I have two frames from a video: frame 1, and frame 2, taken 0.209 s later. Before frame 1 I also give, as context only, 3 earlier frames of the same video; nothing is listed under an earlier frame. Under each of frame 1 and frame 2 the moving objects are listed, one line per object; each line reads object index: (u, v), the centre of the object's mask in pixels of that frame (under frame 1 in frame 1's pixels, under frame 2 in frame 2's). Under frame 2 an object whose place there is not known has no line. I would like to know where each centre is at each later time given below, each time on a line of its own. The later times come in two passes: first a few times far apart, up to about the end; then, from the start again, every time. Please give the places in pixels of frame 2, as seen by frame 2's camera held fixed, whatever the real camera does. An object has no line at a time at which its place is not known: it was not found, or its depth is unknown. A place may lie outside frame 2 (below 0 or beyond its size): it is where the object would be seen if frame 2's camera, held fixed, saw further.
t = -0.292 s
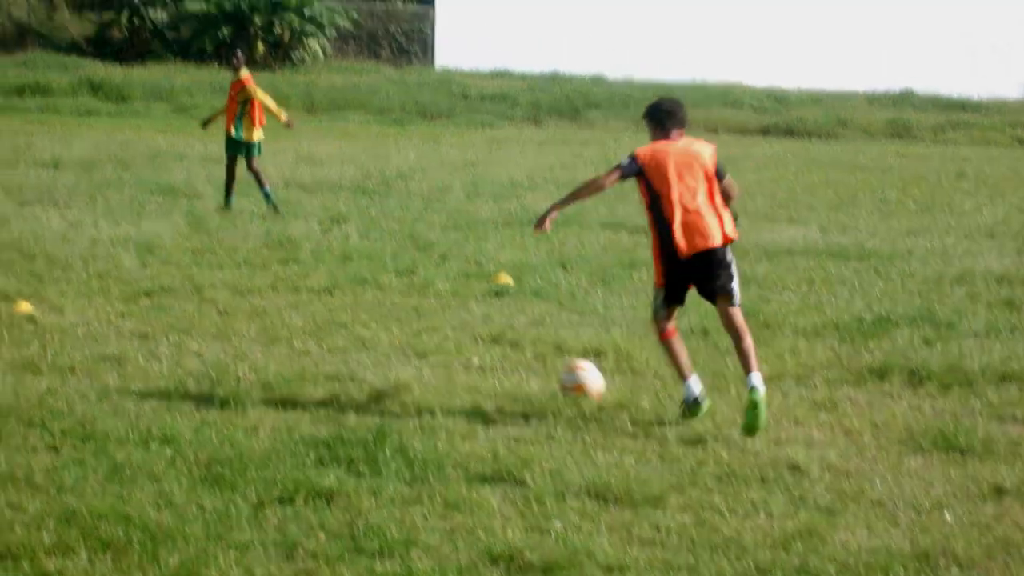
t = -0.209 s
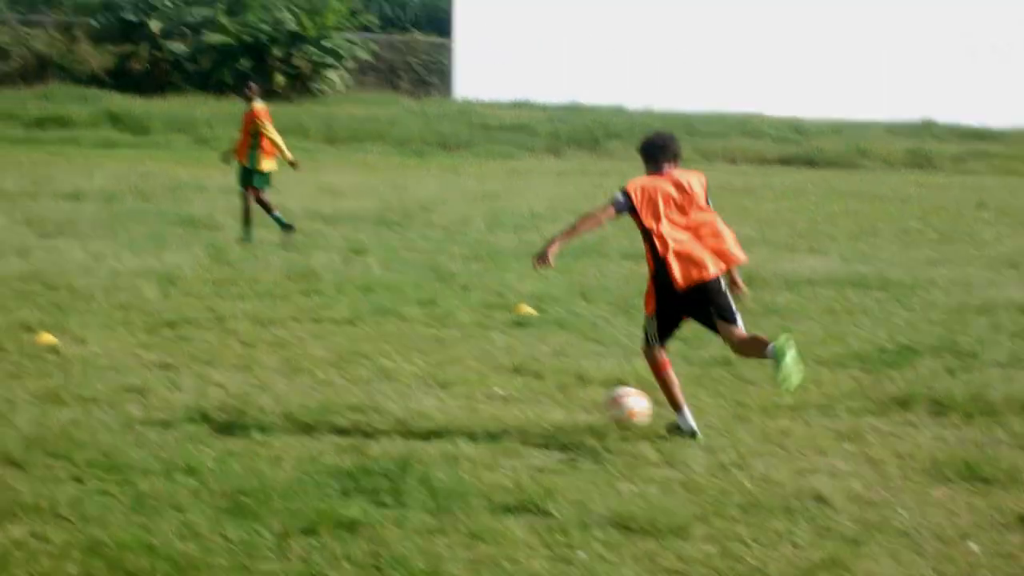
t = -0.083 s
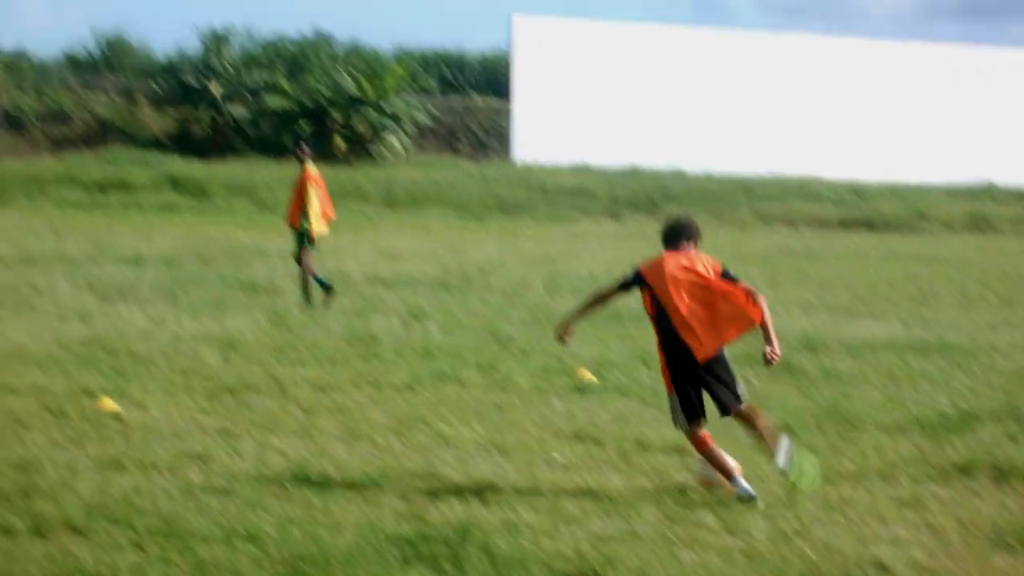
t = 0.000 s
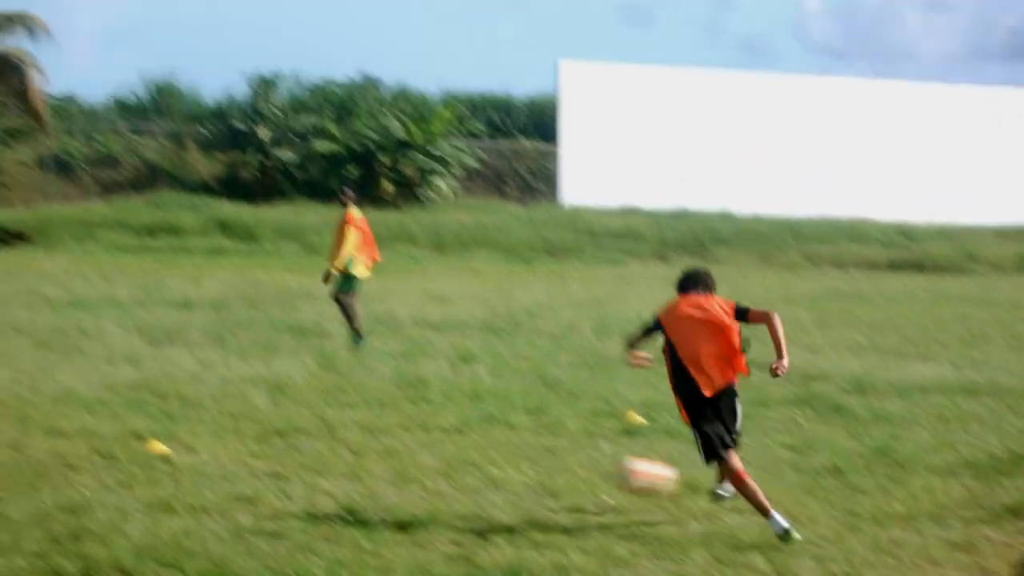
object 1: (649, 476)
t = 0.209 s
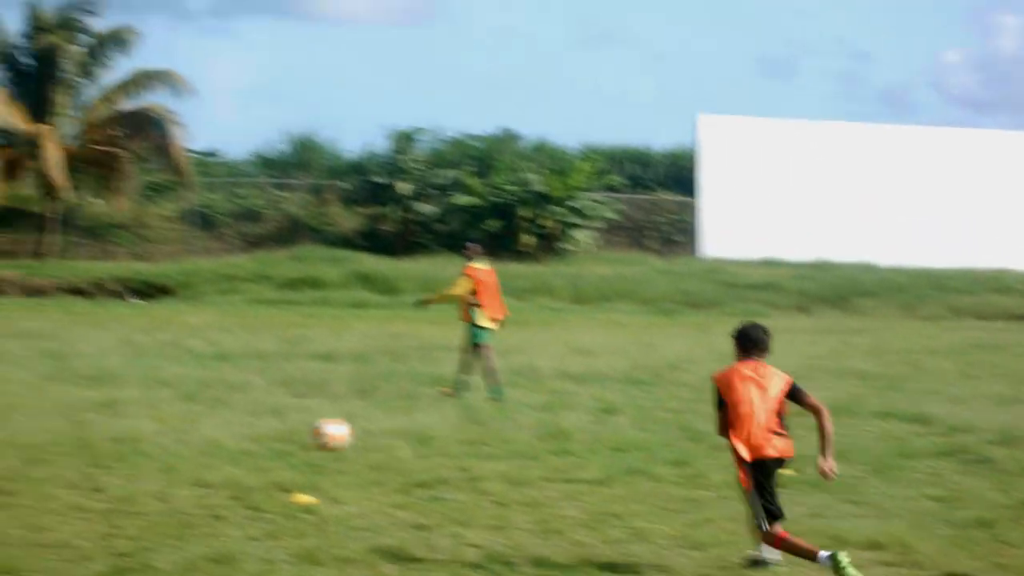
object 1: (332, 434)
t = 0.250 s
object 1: (258, 428)
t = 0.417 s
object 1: (-6, 429)
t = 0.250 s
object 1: (258, 428)
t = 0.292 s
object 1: (187, 424)
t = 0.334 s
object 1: (121, 423)
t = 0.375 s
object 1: (57, 424)
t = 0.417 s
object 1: (-6, 429)
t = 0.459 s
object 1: (-68, 434)
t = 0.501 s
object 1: (-124, 430)
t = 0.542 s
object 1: (-172, 415)
